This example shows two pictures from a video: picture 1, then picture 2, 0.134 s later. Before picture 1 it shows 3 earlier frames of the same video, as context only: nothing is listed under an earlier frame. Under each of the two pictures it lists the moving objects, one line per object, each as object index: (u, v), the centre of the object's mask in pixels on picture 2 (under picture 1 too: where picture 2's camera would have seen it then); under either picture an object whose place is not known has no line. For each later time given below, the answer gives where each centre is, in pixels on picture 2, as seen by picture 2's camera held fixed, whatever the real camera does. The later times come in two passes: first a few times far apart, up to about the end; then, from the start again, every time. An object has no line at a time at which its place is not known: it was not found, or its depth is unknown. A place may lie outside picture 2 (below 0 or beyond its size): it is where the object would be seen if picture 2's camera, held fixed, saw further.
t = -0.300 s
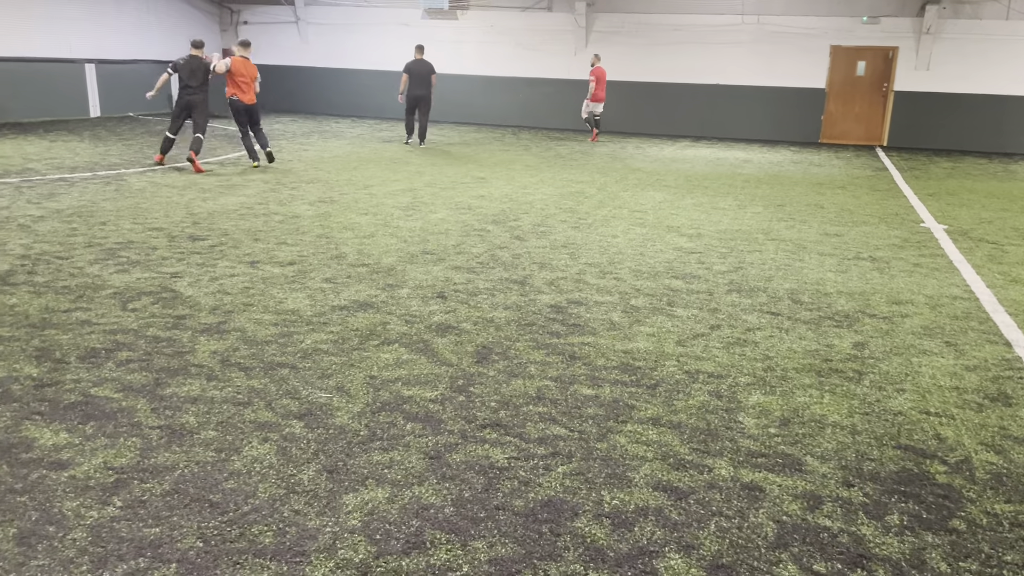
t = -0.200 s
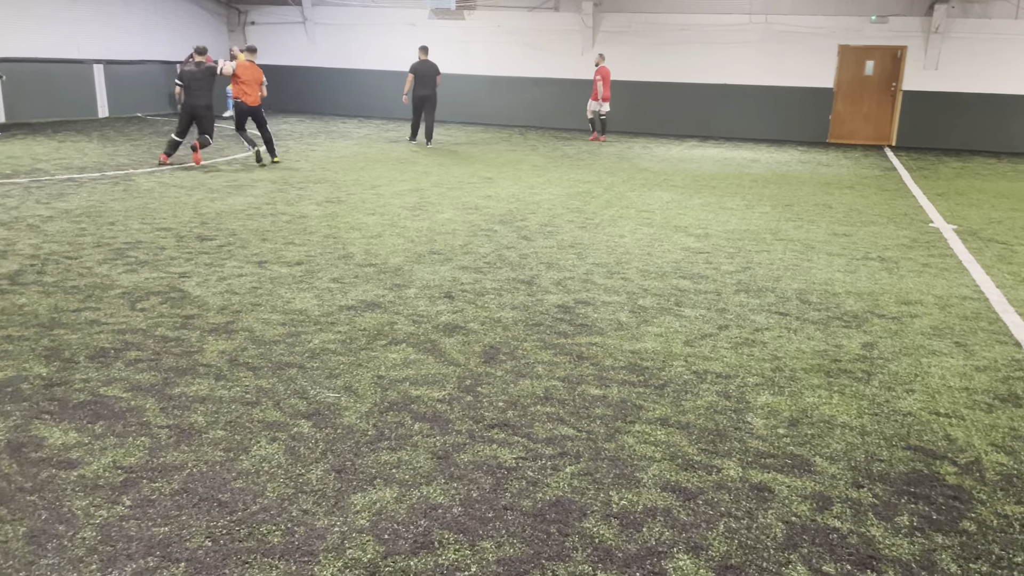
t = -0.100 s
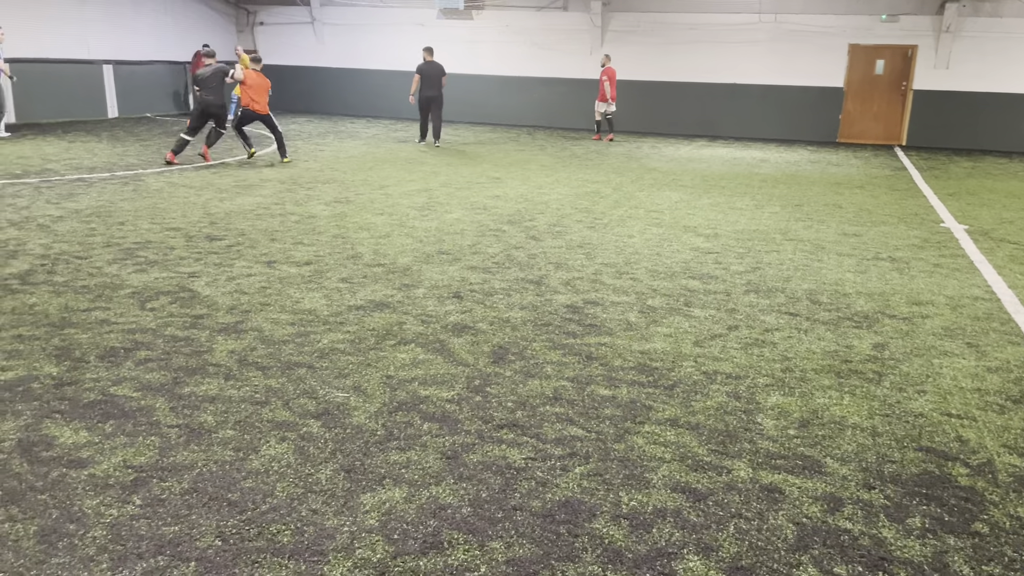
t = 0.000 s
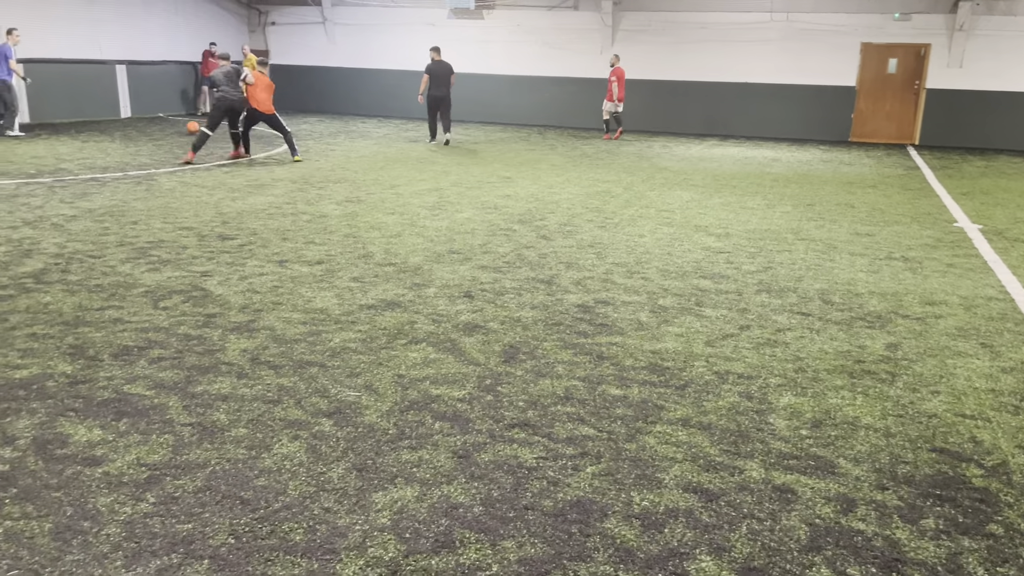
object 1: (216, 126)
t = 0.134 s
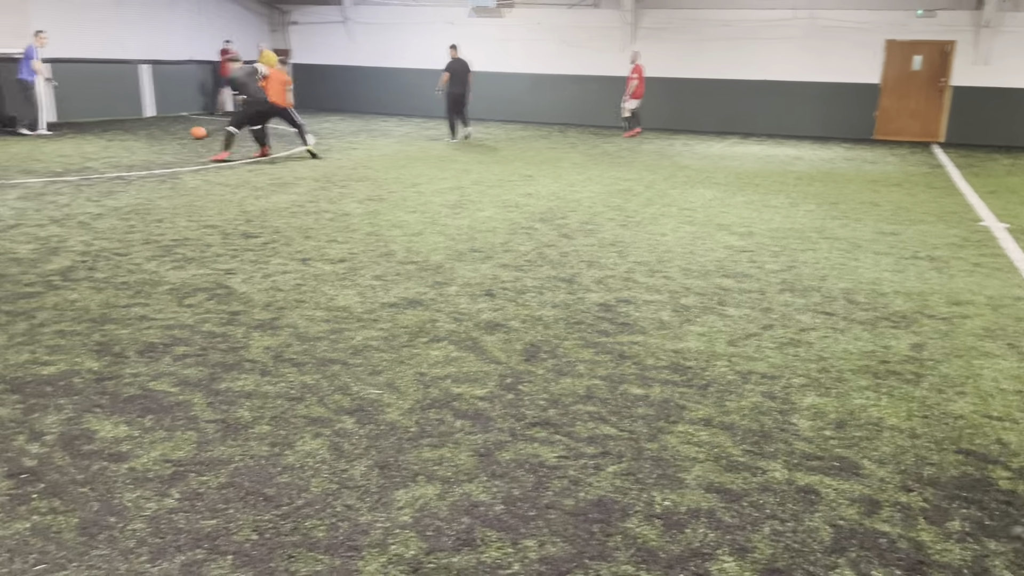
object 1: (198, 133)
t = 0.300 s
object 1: (180, 139)
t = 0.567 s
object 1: (141, 153)
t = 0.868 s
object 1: (84, 167)
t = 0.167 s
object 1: (196, 134)
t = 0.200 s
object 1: (192, 136)
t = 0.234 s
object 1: (187, 137)
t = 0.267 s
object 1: (183, 138)
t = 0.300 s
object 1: (180, 139)
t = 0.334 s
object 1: (175, 142)
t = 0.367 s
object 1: (171, 143)
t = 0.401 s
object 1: (166, 143)
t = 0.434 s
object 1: (161, 146)
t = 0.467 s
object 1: (156, 148)
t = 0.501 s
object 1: (152, 149)
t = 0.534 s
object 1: (146, 151)
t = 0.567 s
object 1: (141, 153)
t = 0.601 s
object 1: (136, 154)
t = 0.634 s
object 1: (129, 156)
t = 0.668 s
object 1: (124, 158)
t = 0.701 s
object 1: (118, 159)
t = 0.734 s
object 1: (111, 161)
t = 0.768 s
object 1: (105, 164)
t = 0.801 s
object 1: (98, 164)
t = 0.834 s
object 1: (90, 165)
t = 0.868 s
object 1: (84, 167)
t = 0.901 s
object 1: (76, 171)
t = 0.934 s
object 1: (69, 175)
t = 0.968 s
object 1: (61, 176)
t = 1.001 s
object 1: (52, 178)
